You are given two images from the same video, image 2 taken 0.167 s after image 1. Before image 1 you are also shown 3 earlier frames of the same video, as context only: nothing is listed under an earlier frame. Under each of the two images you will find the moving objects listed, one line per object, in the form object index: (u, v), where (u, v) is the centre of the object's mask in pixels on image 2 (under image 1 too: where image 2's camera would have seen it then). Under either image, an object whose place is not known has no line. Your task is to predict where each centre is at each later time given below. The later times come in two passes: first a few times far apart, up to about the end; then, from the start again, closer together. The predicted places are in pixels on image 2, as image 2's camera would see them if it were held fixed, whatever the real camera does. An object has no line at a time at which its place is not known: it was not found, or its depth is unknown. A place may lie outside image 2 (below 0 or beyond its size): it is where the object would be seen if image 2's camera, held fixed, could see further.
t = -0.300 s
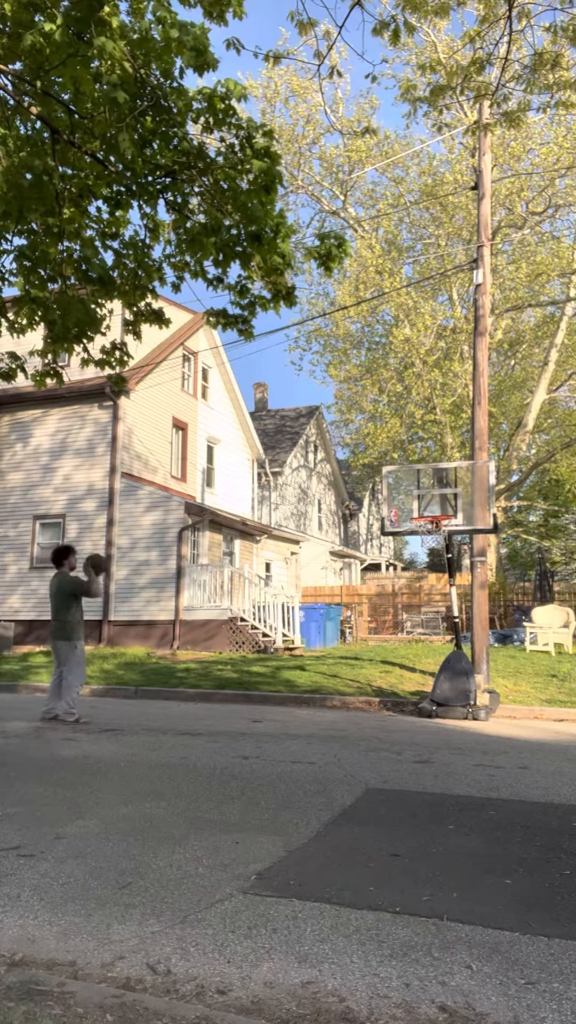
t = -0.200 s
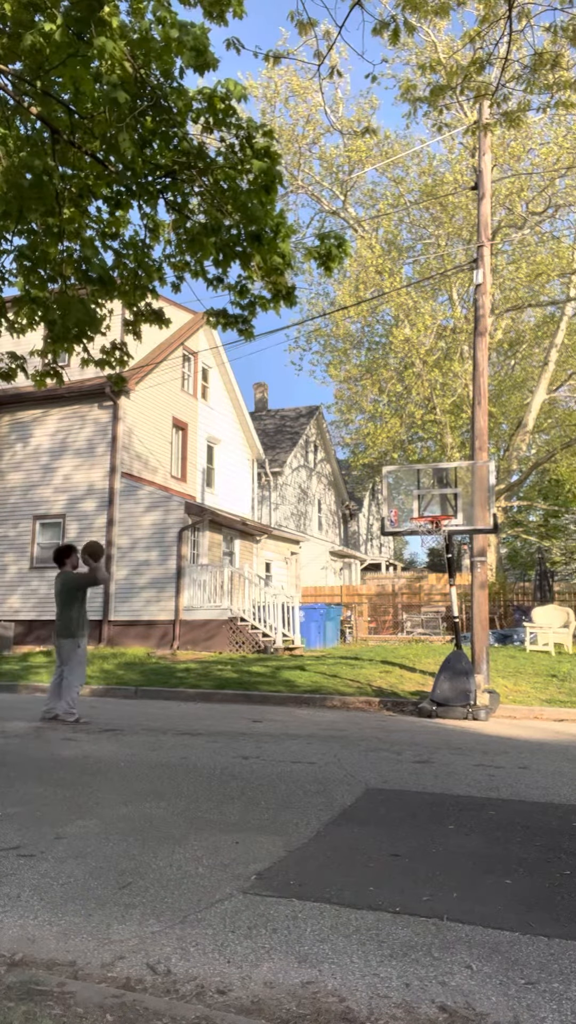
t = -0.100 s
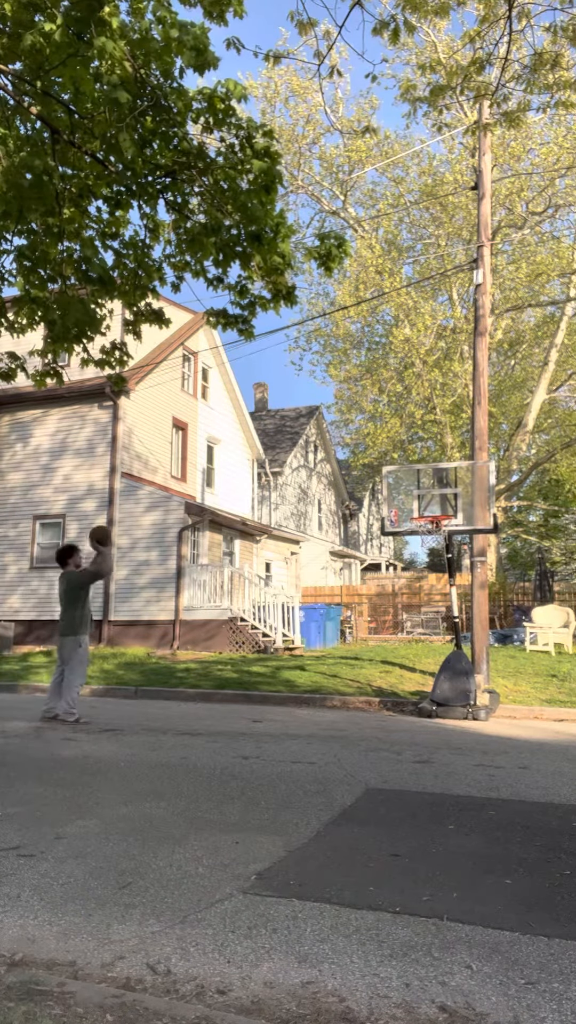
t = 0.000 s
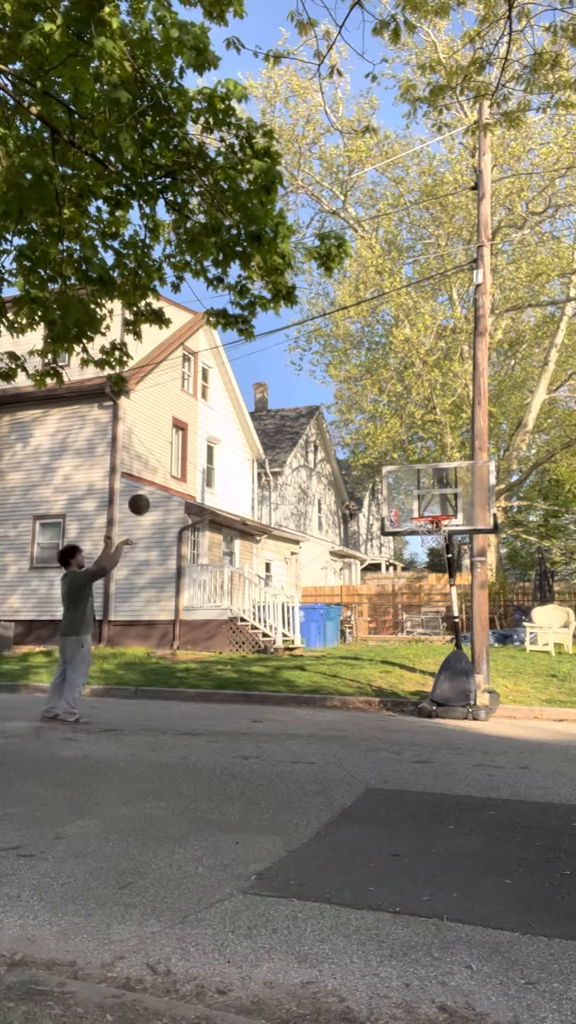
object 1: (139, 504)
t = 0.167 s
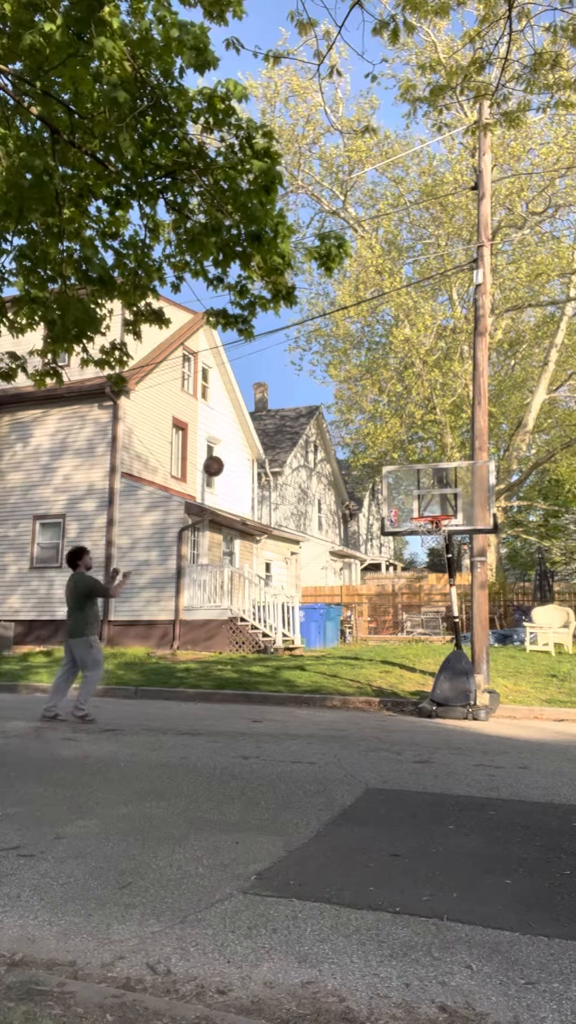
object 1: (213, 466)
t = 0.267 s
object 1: (256, 455)
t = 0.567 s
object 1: (378, 475)
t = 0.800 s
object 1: (426, 509)
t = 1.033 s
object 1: (403, 492)
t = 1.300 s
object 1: (378, 532)
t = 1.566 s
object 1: (354, 645)
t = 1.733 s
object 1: (338, 692)
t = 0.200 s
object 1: (228, 461)
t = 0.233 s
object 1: (242, 458)
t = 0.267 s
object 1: (256, 455)
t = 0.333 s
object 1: (284, 454)
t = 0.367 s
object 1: (298, 453)
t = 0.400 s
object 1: (312, 454)
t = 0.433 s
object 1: (325, 457)
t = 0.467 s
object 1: (339, 460)
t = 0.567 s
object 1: (378, 475)
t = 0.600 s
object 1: (392, 481)
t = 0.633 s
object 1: (406, 489)
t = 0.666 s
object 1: (420, 497)
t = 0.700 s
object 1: (432, 506)
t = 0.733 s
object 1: (438, 511)
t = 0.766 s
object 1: (433, 511)
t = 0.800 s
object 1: (426, 509)
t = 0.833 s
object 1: (422, 504)
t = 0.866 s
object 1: (420, 500)
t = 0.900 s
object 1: (416, 496)
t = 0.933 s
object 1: (413, 494)
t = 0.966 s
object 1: (409, 493)
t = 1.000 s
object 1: (407, 492)
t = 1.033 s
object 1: (403, 492)
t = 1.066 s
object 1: (400, 493)
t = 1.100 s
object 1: (397, 496)
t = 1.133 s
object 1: (394, 499)
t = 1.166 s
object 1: (391, 503)
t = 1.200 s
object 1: (387, 509)
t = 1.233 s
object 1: (385, 516)
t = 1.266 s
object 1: (382, 524)
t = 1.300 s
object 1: (378, 532)
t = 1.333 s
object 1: (375, 542)
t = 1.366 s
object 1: (372, 553)
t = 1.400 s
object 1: (369, 565)
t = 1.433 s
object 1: (367, 578)
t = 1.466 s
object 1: (363, 594)
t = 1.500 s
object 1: (360, 609)
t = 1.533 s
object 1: (357, 626)
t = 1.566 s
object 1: (354, 645)
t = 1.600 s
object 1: (351, 665)
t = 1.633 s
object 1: (348, 686)
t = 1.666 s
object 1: (345, 708)
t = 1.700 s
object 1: (342, 711)
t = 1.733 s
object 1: (338, 692)
